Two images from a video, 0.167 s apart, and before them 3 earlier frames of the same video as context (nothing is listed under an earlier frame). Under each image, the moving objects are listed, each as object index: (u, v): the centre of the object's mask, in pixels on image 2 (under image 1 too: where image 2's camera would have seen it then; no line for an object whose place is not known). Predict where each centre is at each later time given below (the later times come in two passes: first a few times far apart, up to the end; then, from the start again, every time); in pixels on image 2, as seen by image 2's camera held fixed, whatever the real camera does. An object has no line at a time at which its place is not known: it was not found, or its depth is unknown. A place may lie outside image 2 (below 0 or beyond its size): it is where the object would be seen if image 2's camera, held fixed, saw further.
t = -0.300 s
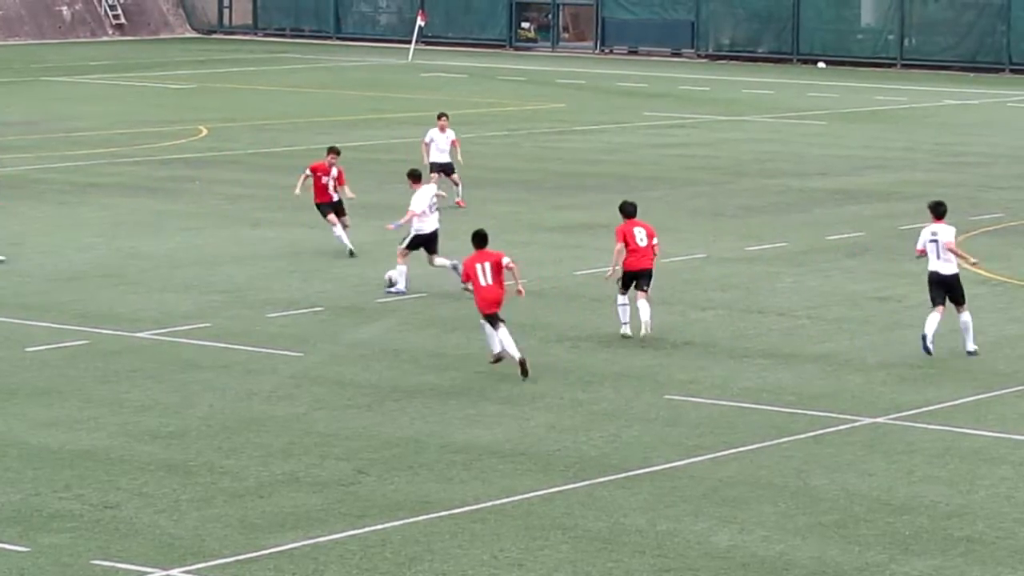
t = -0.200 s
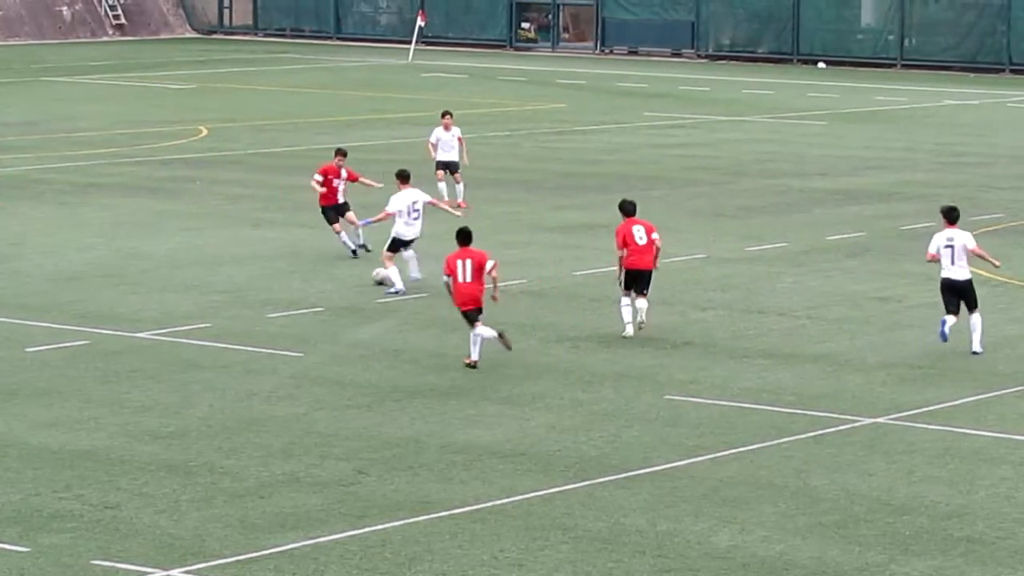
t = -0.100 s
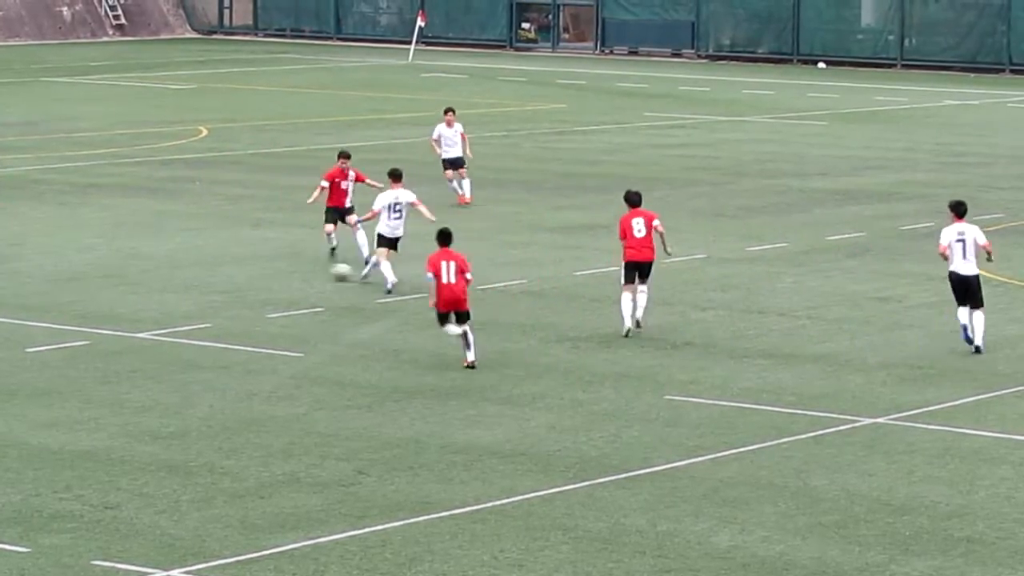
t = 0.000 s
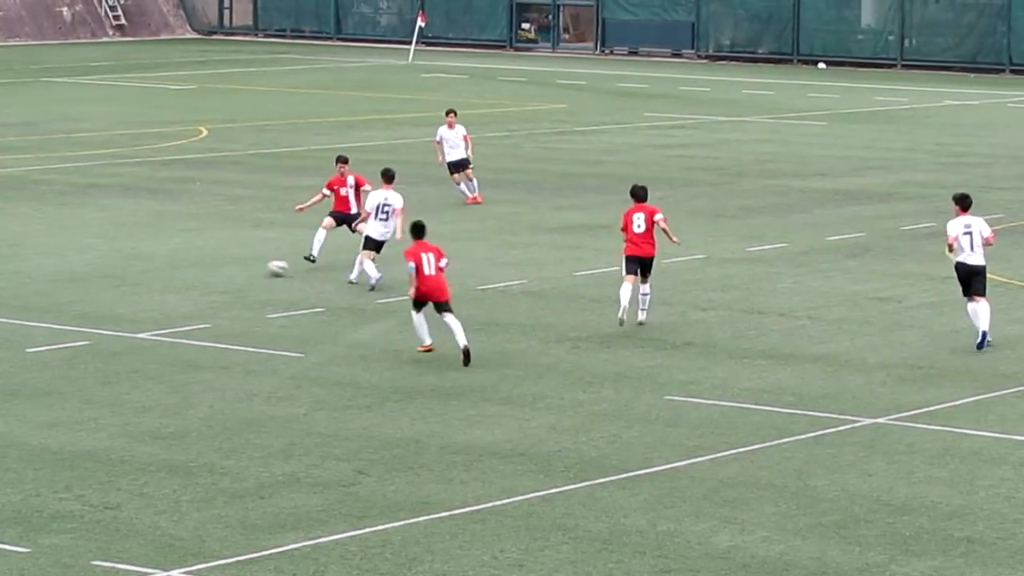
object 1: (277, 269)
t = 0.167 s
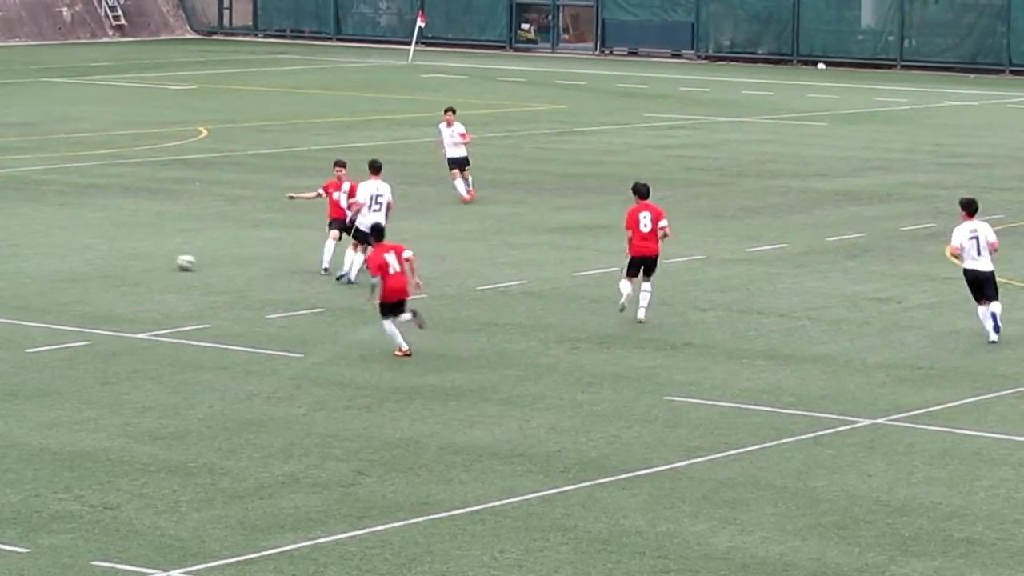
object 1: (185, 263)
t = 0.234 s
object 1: (156, 258)
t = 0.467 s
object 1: (62, 251)
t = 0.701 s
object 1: (-17, 247)
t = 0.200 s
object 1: (170, 262)
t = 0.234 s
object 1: (156, 258)
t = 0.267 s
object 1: (141, 256)
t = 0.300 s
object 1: (126, 255)
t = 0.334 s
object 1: (113, 256)
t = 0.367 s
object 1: (98, 257)
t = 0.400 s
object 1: (86, 255)
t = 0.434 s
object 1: (74, 252)
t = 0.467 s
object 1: (62, 251)
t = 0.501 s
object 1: (50, 250)
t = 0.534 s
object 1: (39, 250)
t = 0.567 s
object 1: (27, 251)
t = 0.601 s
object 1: (17, 250)
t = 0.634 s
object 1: (4, 248)
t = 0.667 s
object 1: (-5, 248)
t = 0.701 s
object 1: (-17, 247)
